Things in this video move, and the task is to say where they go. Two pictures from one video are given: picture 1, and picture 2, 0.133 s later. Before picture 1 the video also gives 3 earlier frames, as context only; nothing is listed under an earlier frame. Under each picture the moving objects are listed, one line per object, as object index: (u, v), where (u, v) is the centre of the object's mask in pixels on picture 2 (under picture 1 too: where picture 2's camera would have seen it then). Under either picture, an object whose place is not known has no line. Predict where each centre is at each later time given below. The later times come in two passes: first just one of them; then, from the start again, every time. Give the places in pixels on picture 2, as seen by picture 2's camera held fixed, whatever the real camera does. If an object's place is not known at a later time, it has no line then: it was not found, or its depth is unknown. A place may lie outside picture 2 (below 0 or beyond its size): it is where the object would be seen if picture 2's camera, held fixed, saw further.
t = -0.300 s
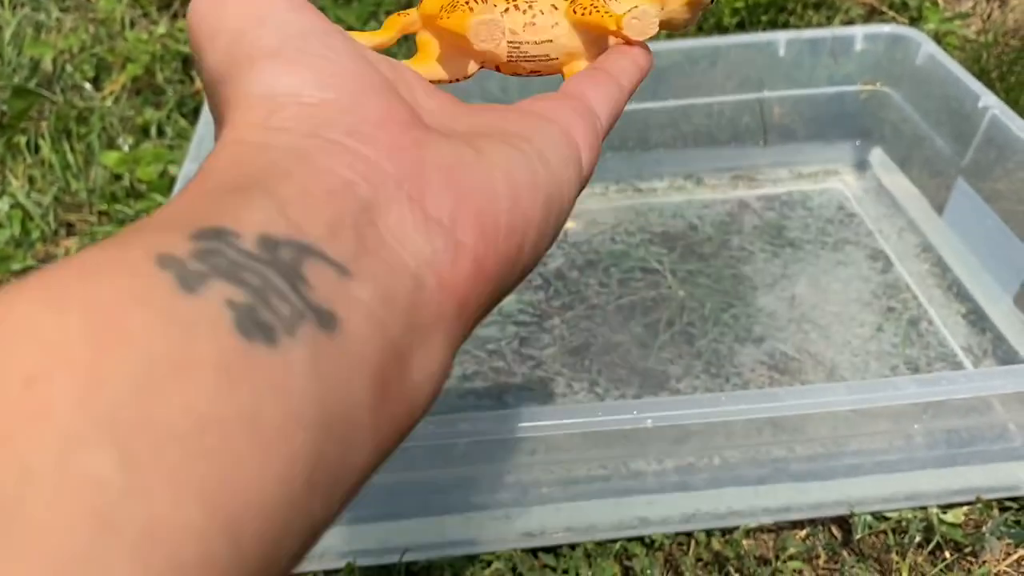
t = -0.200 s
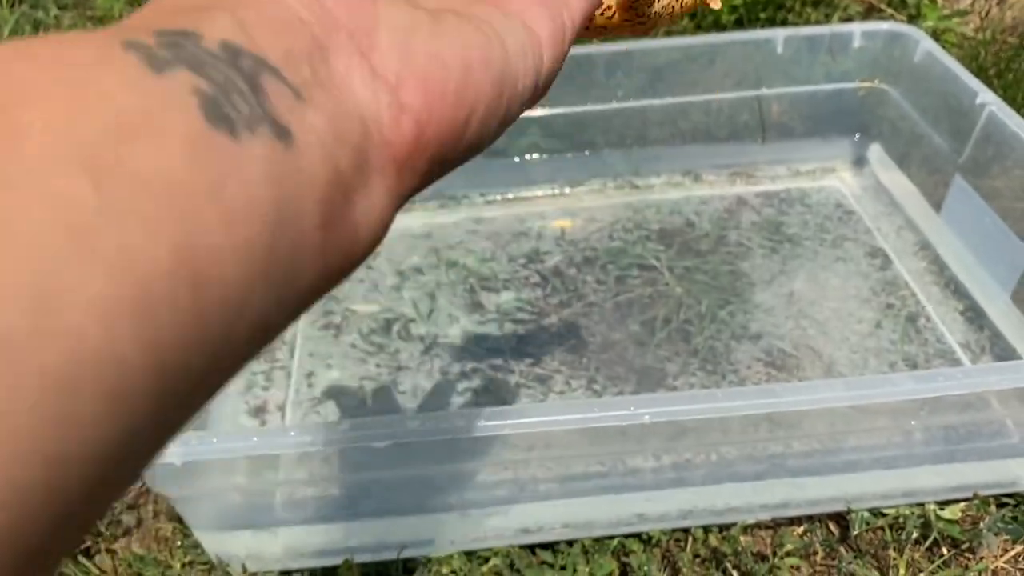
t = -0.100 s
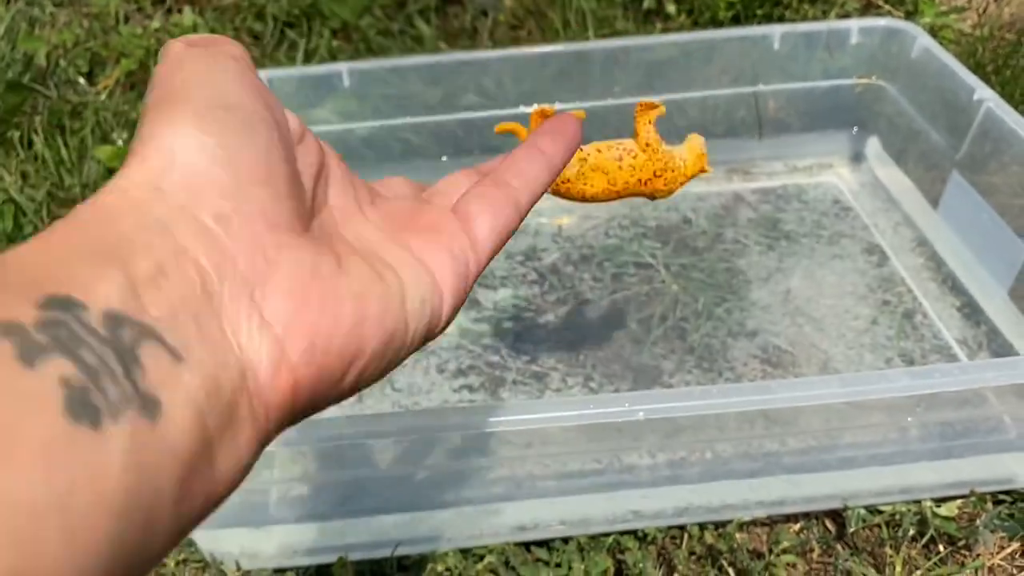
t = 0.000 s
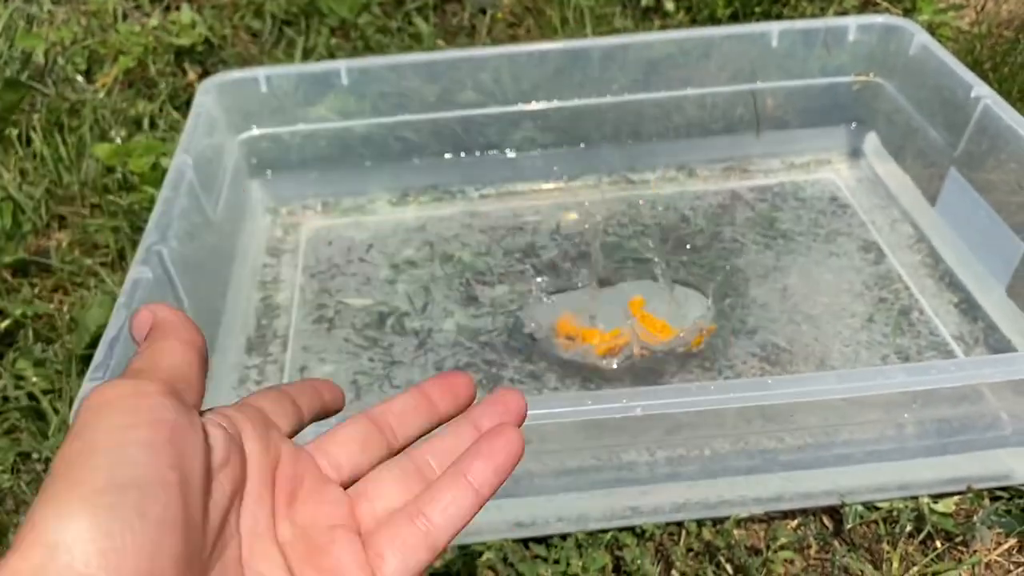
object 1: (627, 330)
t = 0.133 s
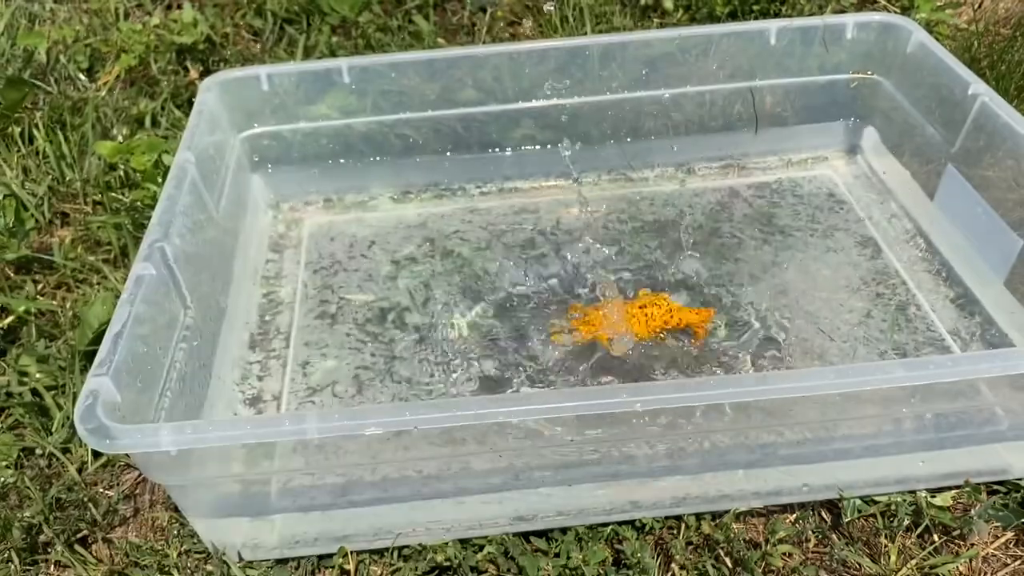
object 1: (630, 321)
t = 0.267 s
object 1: (637, 285)
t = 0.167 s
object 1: (634, 308)
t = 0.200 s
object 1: (642, 297)
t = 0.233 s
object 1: (639, 293)
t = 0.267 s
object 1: (637, 285)
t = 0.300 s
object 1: (633, 286)
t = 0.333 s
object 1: (632, 283)
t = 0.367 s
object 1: (632, 283)
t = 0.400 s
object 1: (631, 281)
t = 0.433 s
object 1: (627, 279)
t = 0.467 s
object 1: (625, 277)
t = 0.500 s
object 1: (625, 274)
